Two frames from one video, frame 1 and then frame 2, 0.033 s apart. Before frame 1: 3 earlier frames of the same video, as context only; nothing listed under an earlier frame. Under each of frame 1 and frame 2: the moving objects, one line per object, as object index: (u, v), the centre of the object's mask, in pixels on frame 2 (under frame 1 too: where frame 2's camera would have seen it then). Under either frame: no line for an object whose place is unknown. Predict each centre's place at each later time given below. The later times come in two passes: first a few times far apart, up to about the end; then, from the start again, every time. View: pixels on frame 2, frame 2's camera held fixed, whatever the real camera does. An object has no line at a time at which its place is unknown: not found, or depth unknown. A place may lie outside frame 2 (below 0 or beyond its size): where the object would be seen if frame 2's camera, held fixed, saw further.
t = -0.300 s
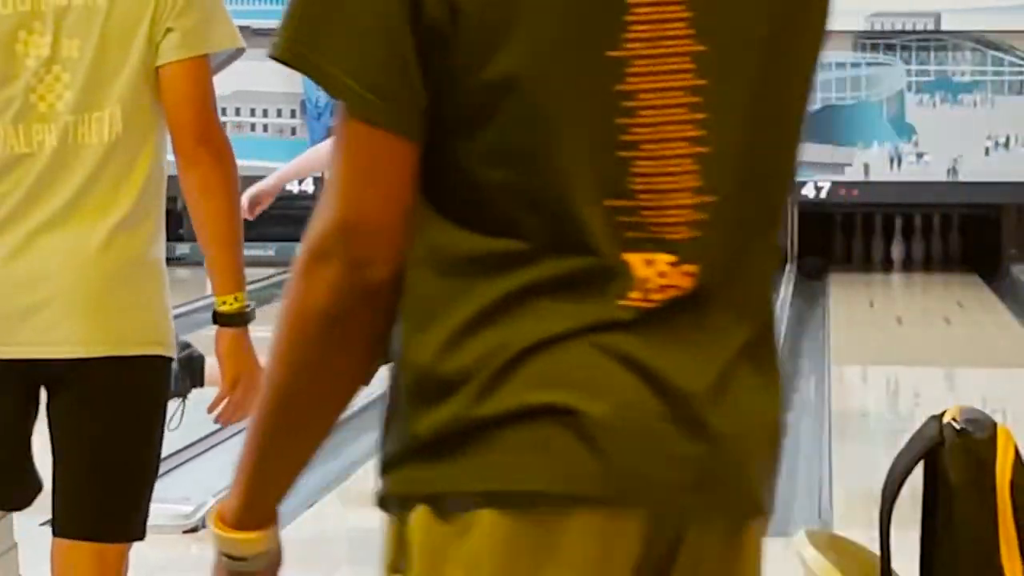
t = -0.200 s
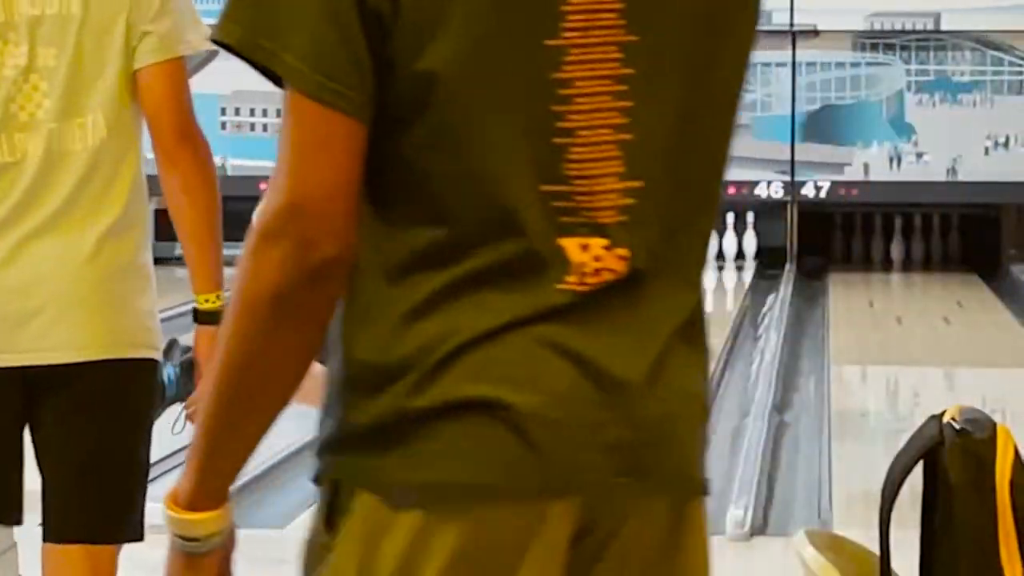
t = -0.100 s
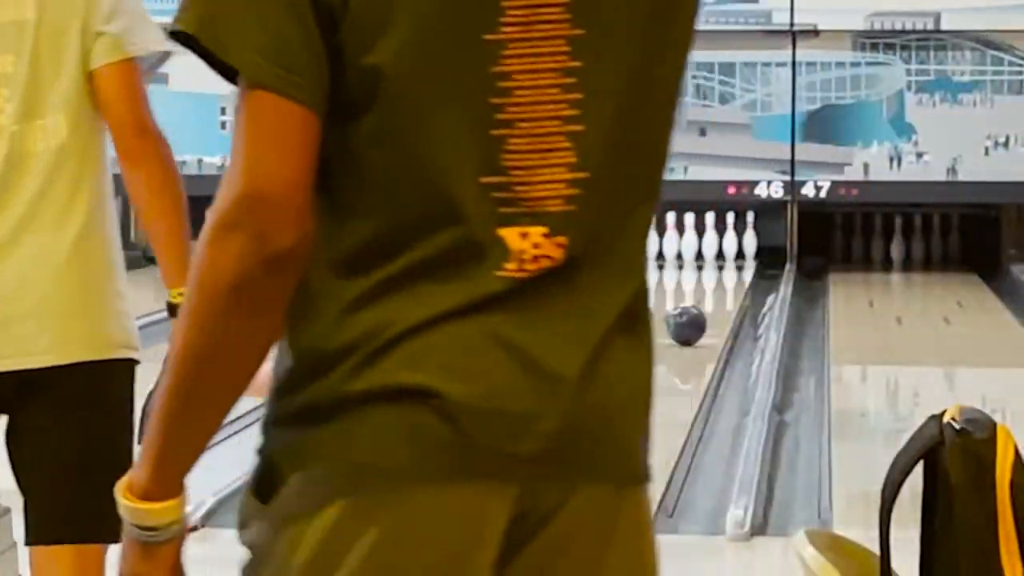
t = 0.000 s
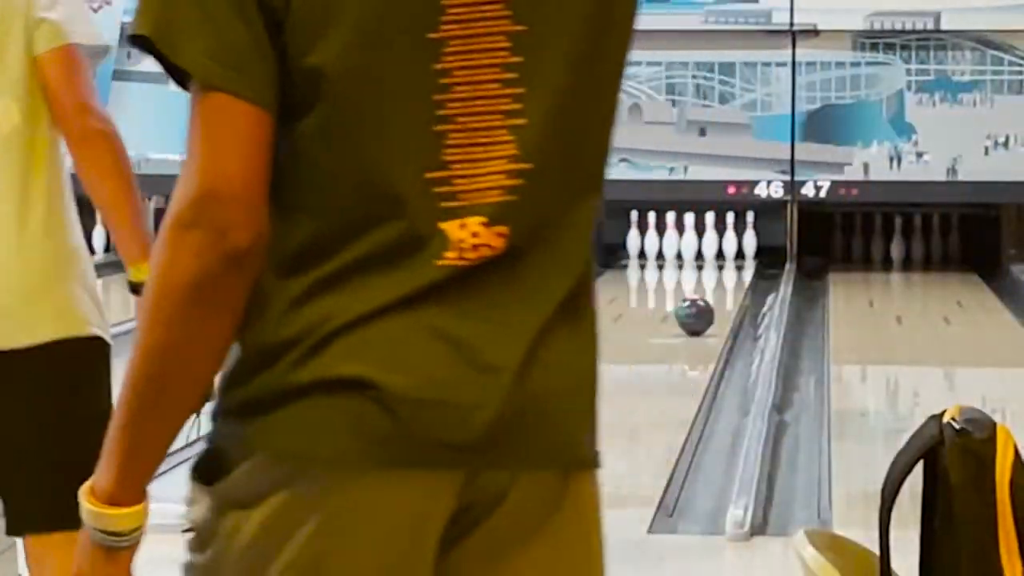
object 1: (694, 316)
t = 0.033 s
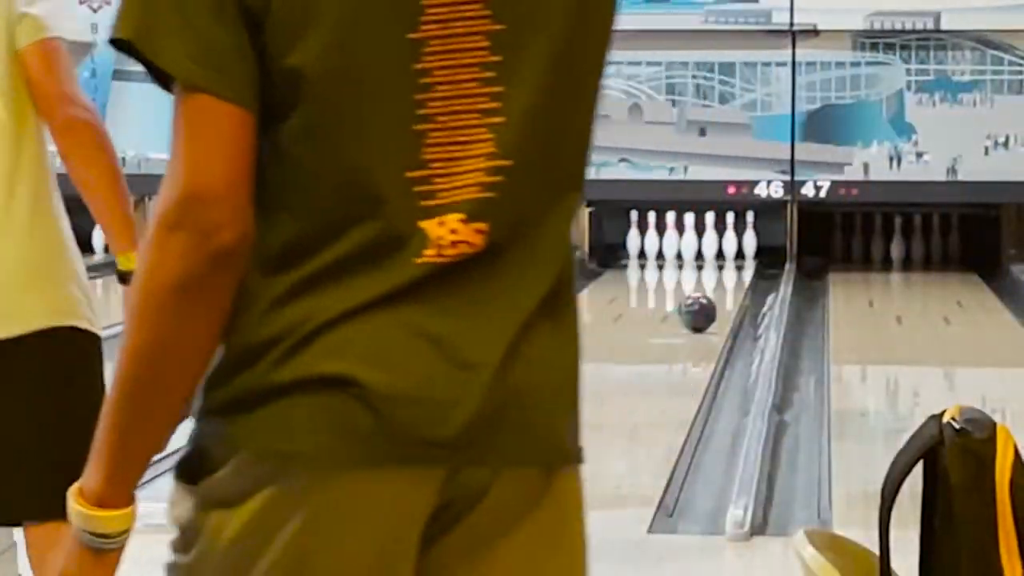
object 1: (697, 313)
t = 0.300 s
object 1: (714, 292)
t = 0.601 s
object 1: (724, 274)
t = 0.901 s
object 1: (715, 260)
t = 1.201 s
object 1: (694, 250)
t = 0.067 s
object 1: (700, 310)
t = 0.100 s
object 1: (702, 307)
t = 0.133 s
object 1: (704, 304)
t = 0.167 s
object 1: (707, 302)
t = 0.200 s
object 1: (709, 299)
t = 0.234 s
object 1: (711, 297)
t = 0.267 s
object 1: (712, 294)
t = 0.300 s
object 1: (714, 292)
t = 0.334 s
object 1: (716, 290)
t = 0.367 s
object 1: (718, 288)
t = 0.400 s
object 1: (719, 286)
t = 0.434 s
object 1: (721, 284)
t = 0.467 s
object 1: (722, 281)
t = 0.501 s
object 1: (723, 280)
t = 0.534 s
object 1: (723, 278)
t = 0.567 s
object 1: (724, 276)
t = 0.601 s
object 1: (724, 274)
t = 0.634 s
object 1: (724, 272)
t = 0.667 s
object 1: (723, 271)
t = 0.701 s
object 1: (723, 269)
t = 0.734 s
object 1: (722, 267)
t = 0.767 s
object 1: (722, 265)
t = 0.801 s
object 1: (720, 263)
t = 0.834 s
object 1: (719, 262)
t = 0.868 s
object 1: (717, 261)
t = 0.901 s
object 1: (715, 260)
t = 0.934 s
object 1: (713, 259)
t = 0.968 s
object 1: (712, 257)
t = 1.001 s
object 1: (709, 256)
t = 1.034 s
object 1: (707, 254)
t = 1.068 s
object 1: (705, 254)
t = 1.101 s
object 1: (701, 252)
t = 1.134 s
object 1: (698, 251)
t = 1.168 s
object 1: (695, 251)
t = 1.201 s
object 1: (694, 250)
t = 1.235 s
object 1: (693, 249)
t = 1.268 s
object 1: (690, 249)
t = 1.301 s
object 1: (686, 247)
